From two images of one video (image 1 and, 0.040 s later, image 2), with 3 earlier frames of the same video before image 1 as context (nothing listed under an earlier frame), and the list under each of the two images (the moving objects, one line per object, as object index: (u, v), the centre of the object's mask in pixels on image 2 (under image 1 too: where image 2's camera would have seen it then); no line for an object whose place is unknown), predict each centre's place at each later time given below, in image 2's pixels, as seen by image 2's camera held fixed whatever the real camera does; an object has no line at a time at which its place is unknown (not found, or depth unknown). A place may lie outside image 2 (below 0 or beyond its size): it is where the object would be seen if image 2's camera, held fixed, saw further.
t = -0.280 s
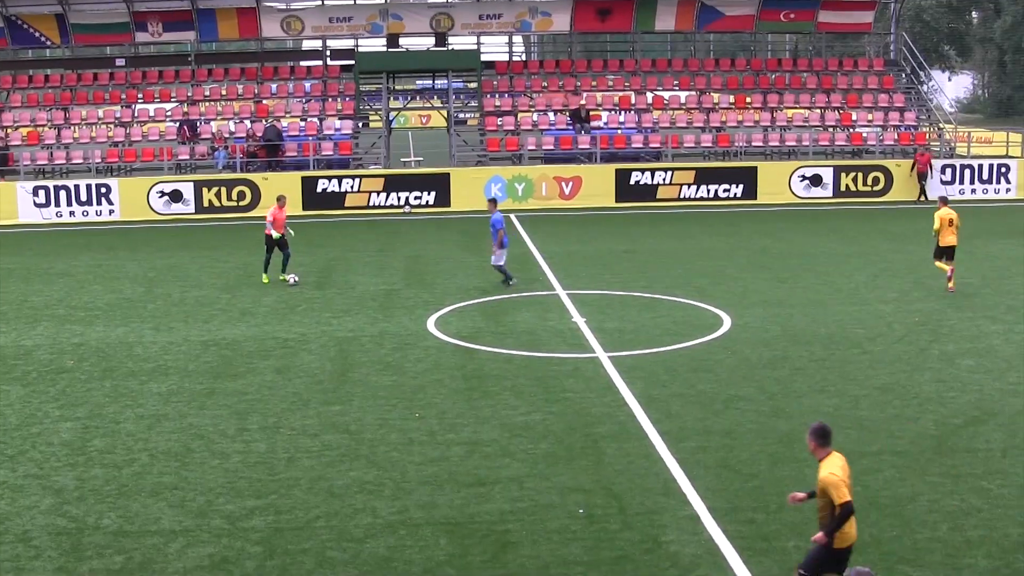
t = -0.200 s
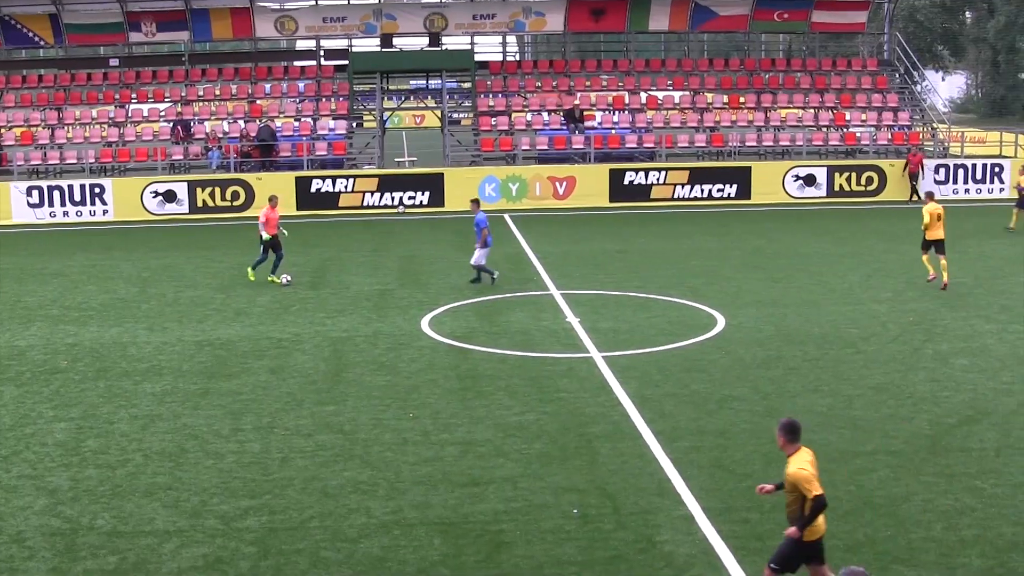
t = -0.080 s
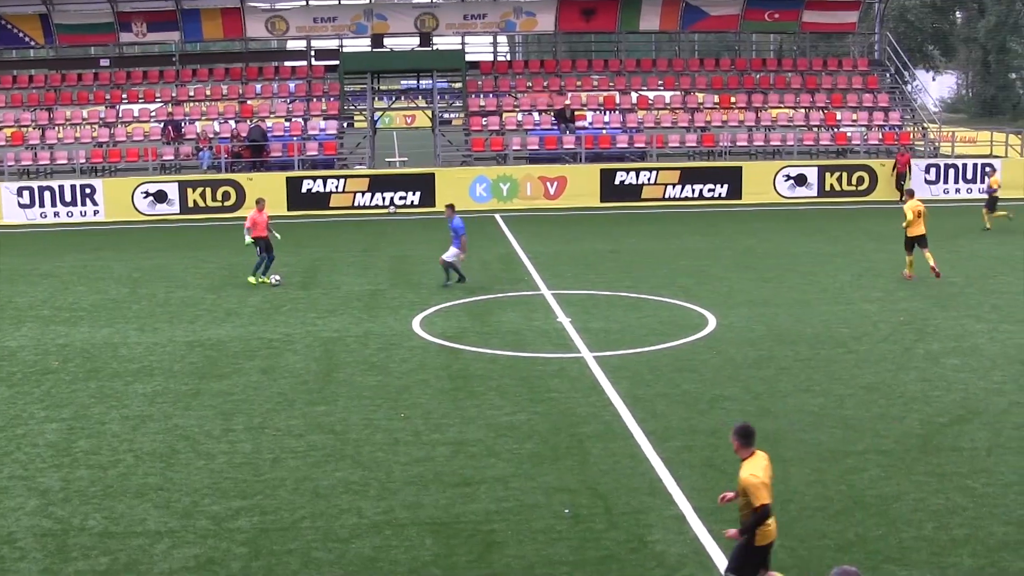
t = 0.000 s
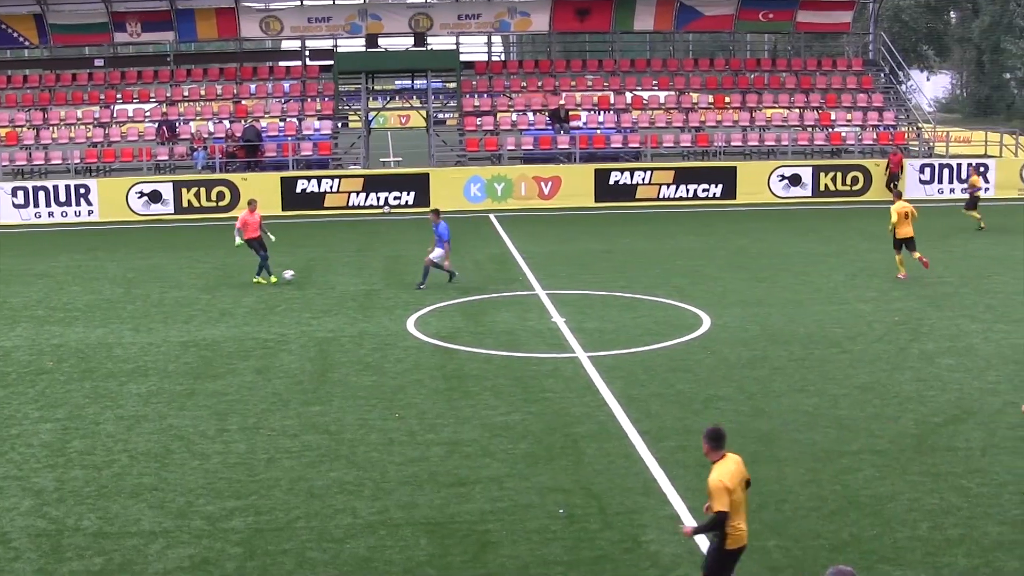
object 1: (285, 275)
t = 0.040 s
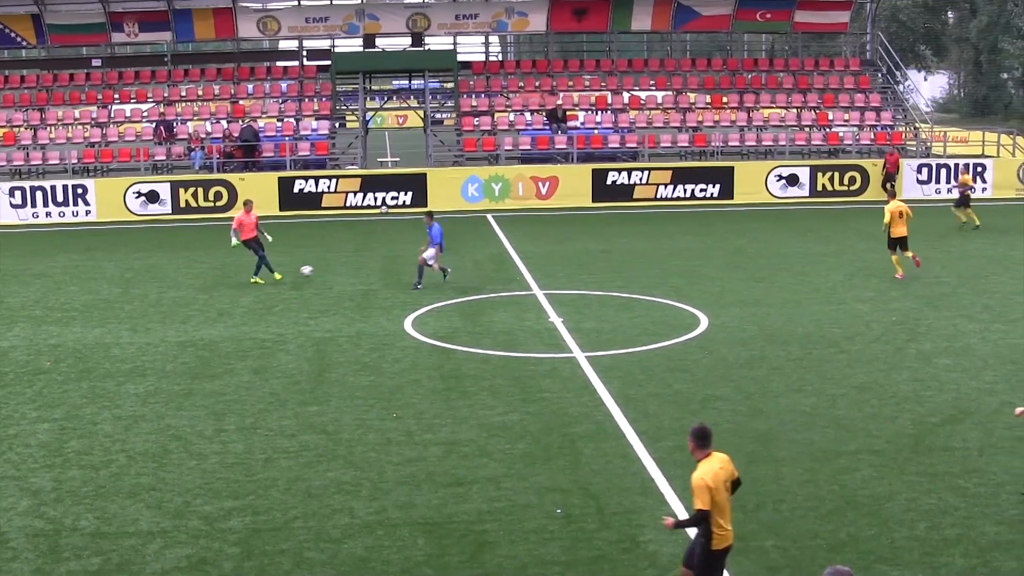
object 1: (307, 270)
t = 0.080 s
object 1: (327, 267)
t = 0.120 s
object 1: (347, 265)
